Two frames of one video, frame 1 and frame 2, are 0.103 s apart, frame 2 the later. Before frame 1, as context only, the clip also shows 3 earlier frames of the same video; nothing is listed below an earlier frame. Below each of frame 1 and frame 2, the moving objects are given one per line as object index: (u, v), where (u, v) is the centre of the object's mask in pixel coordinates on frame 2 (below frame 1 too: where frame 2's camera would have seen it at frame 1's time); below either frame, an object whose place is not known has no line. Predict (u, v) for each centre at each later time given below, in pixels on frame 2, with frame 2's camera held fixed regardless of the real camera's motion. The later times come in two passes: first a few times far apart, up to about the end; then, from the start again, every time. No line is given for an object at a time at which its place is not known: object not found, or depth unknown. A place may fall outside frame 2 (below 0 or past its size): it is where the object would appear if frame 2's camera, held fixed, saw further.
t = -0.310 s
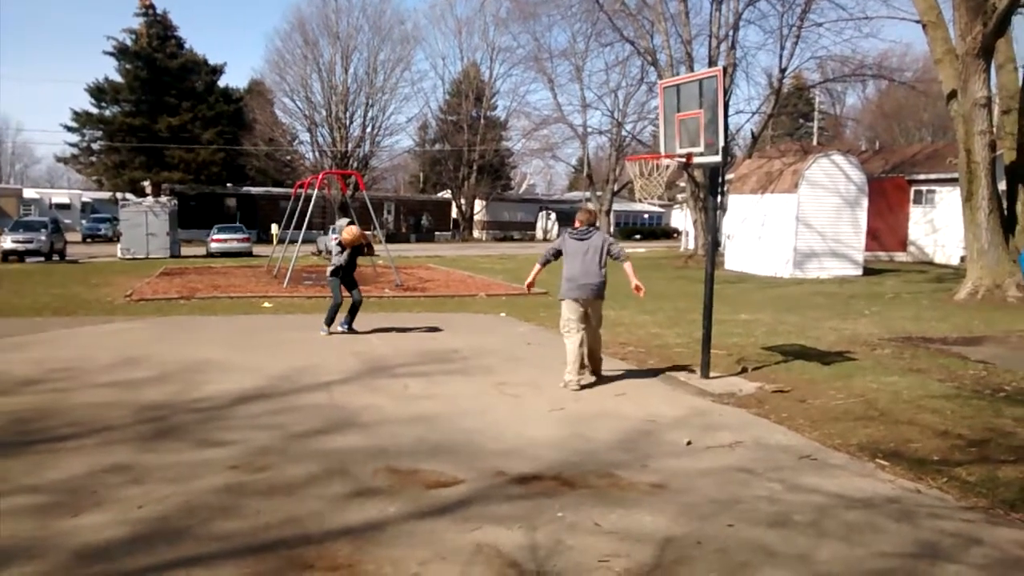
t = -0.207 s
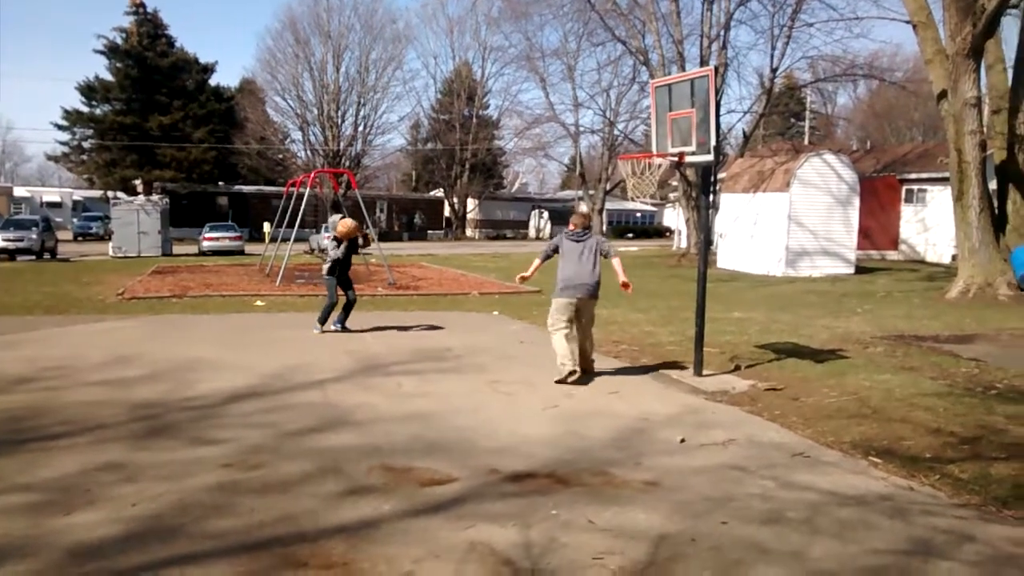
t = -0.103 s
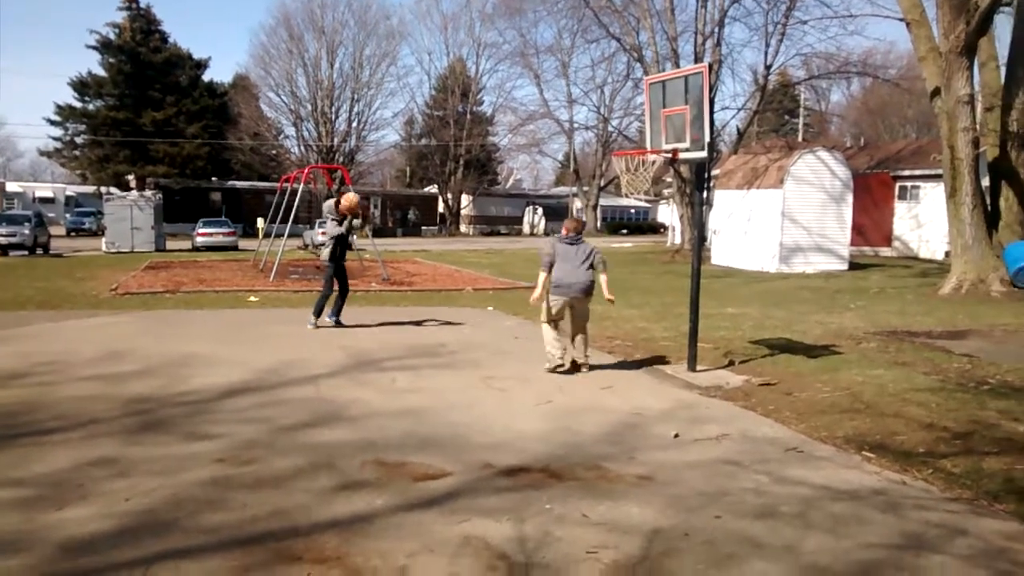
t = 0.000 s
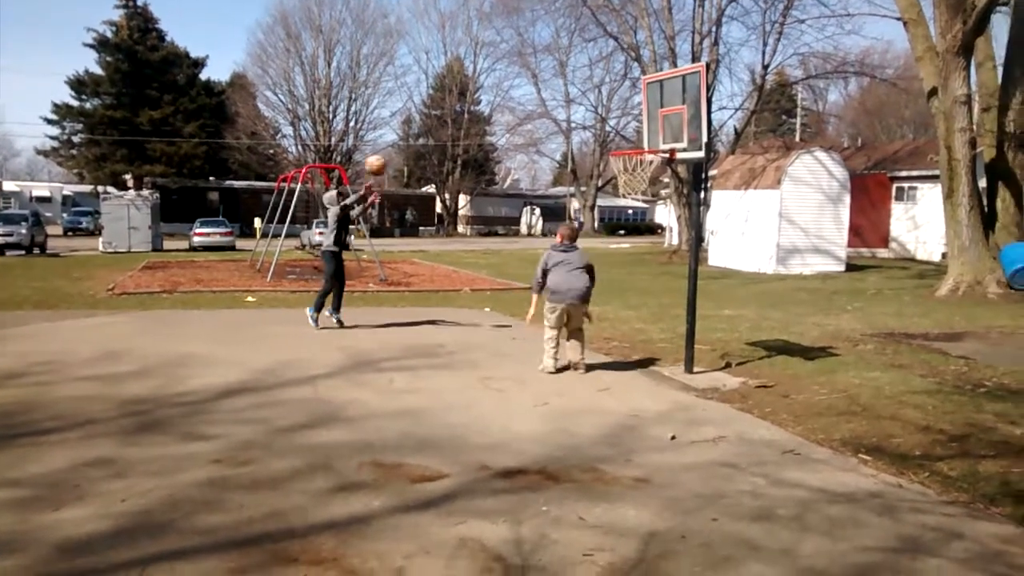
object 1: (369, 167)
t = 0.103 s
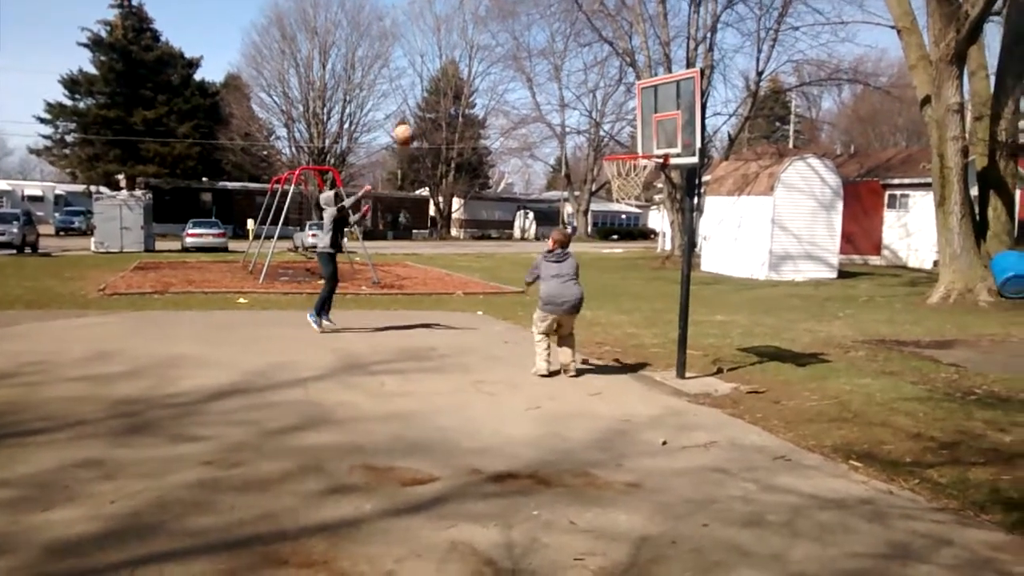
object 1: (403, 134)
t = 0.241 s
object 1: (452, 102)
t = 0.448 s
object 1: (530, 83)
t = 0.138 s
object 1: (415, 124)
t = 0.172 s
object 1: (426, 116)
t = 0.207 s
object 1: (439, 109)
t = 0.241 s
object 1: (452, 102)
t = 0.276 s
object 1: (465, 97)
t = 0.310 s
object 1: (477, 93)
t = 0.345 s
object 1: (491, 89)
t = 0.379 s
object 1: (504, 87)
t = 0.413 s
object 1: (517, 84)
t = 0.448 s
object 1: (530, 83)
